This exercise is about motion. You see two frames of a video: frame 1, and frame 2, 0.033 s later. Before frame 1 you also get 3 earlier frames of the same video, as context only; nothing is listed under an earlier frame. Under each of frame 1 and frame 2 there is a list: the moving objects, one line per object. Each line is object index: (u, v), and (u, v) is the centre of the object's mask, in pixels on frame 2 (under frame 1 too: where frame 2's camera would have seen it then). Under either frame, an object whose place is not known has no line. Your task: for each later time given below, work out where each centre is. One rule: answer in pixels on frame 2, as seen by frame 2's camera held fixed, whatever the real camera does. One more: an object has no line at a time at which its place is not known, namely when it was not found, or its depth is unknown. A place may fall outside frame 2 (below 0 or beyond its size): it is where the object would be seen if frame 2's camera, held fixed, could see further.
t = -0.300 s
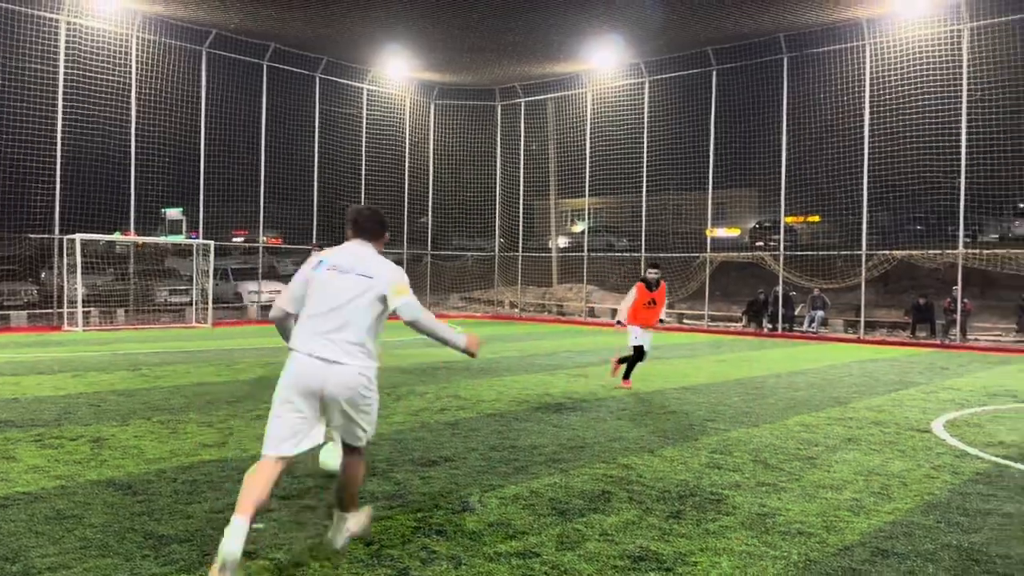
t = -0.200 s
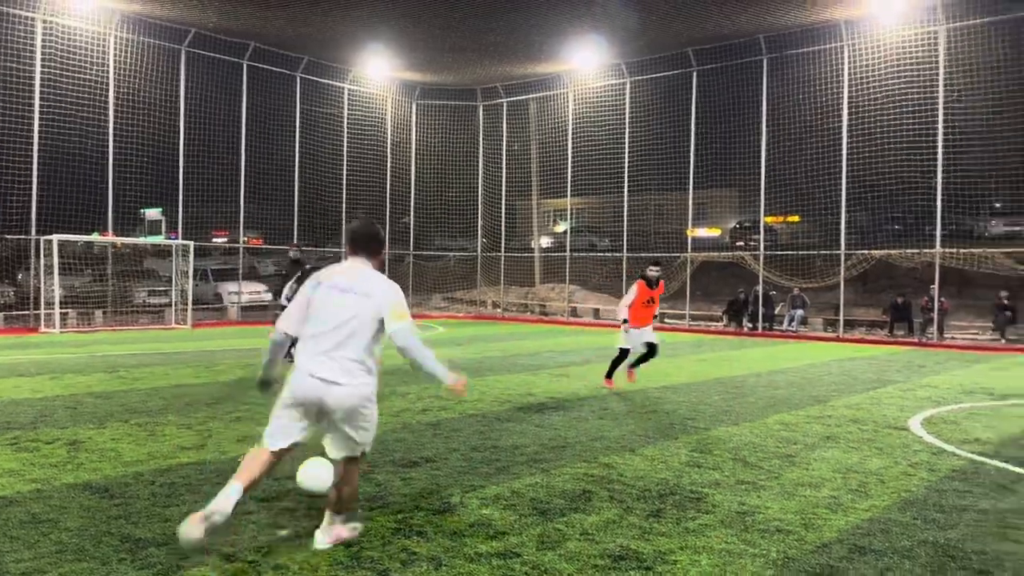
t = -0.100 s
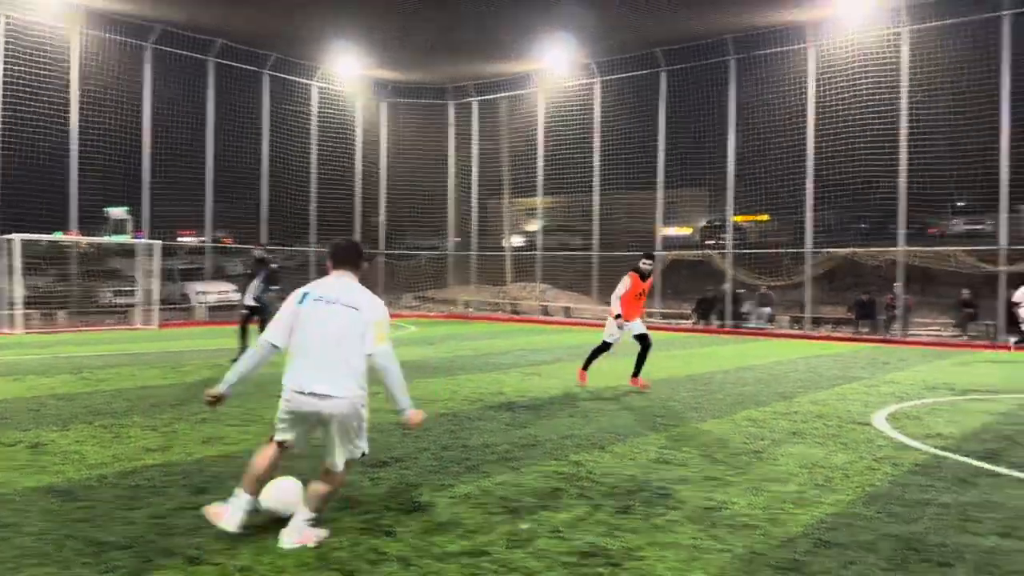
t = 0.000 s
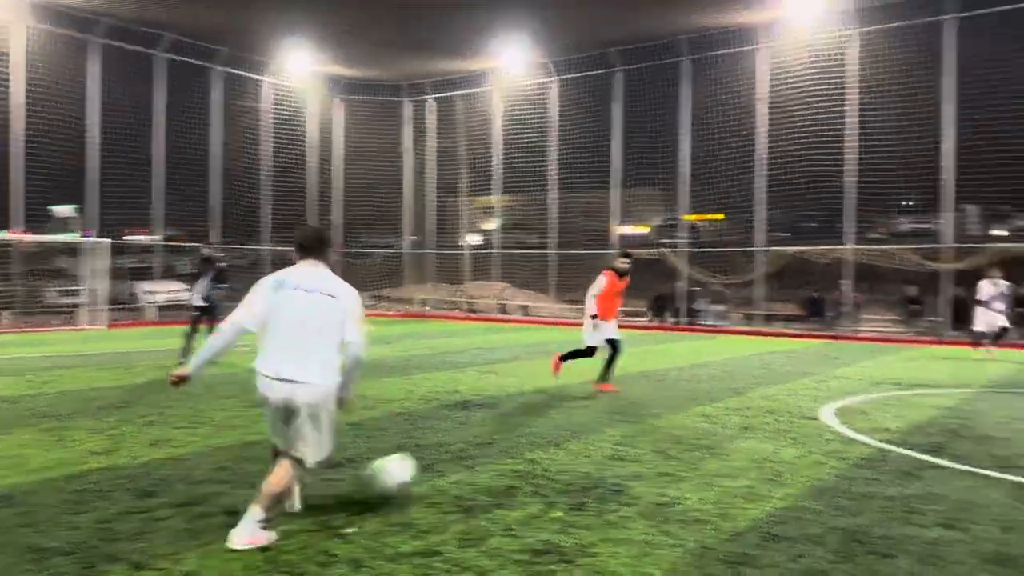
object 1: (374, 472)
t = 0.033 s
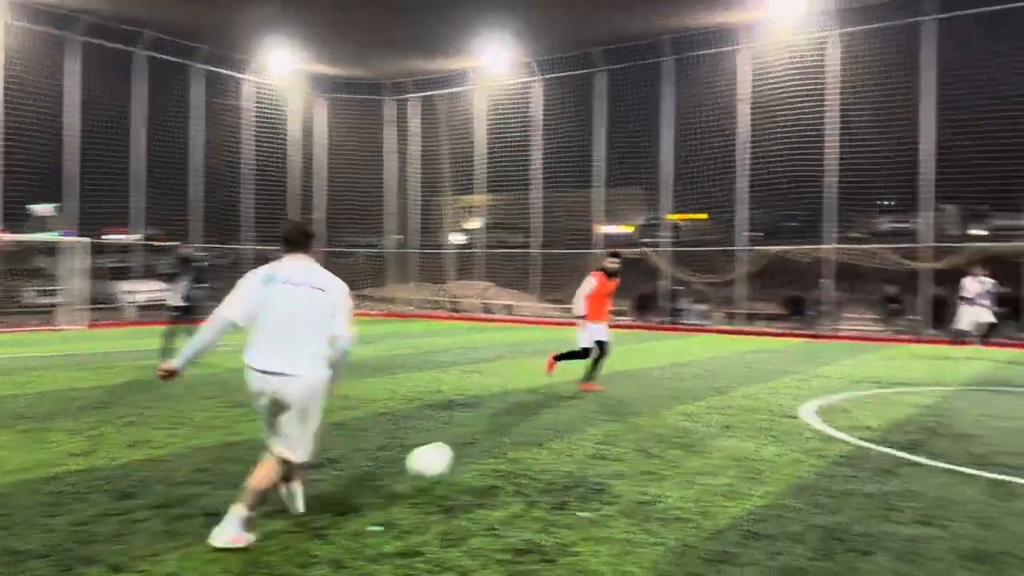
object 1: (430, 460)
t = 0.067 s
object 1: (483, 451)
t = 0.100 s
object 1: (529, 445)
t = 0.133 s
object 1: (572, 439)
